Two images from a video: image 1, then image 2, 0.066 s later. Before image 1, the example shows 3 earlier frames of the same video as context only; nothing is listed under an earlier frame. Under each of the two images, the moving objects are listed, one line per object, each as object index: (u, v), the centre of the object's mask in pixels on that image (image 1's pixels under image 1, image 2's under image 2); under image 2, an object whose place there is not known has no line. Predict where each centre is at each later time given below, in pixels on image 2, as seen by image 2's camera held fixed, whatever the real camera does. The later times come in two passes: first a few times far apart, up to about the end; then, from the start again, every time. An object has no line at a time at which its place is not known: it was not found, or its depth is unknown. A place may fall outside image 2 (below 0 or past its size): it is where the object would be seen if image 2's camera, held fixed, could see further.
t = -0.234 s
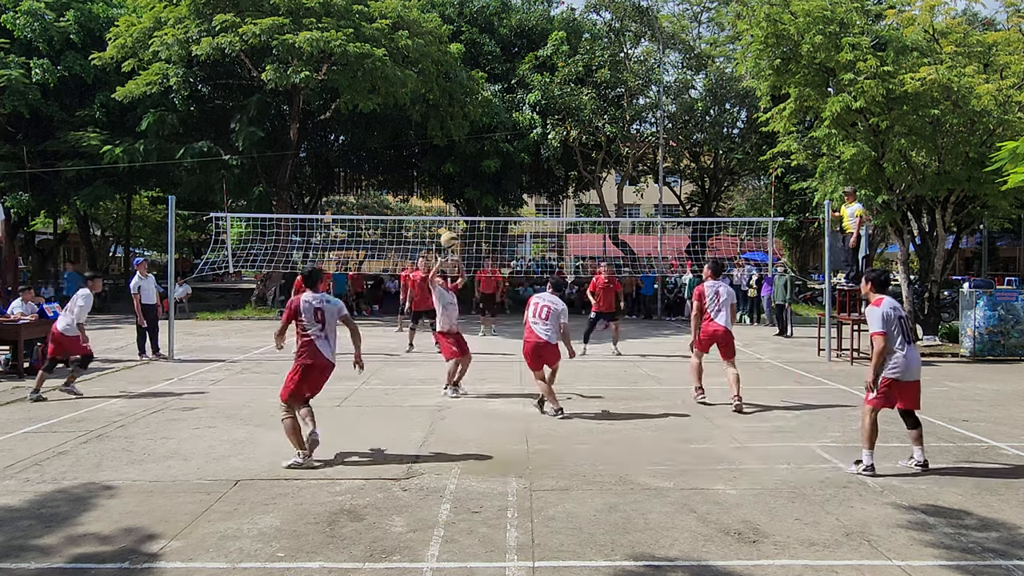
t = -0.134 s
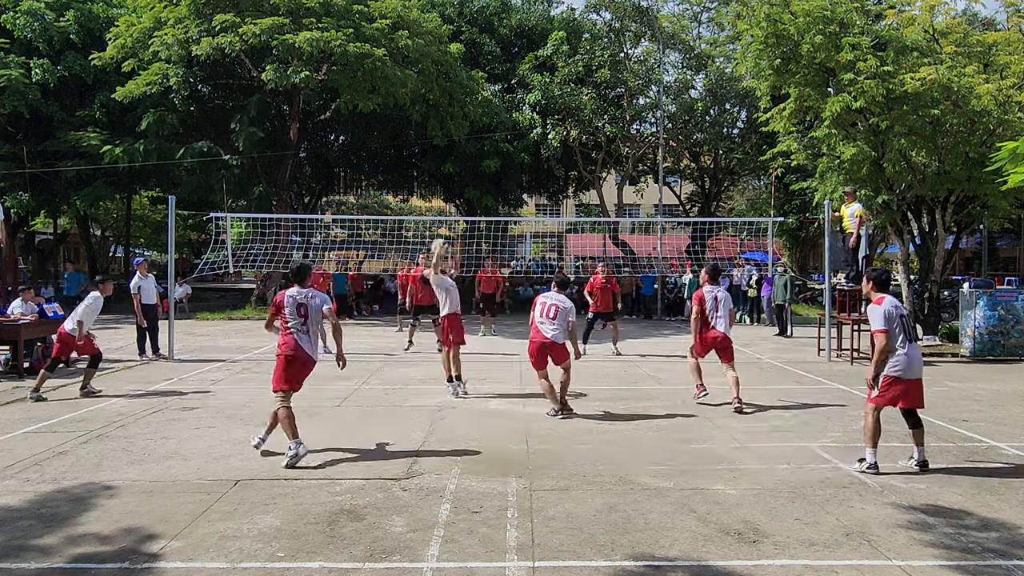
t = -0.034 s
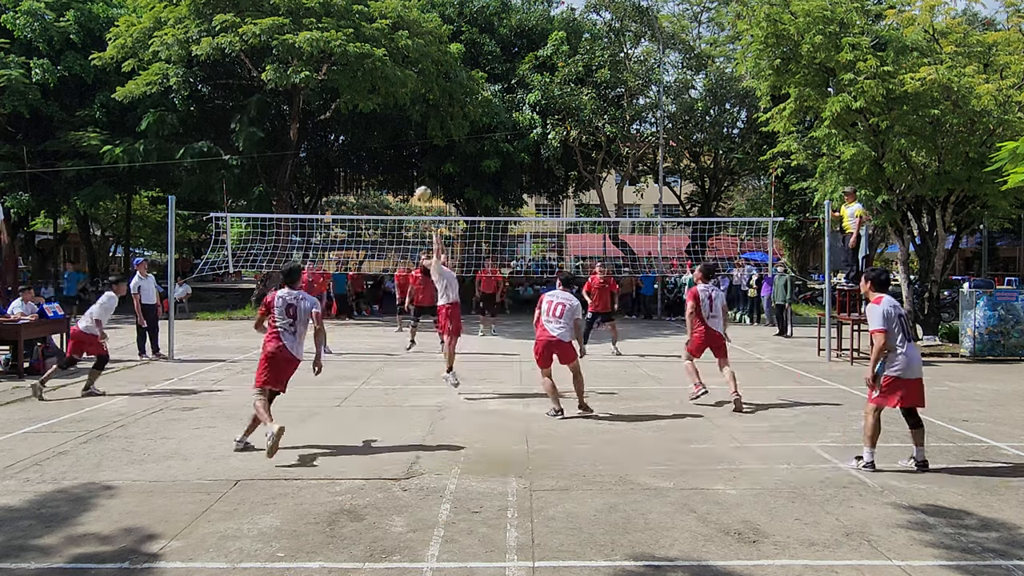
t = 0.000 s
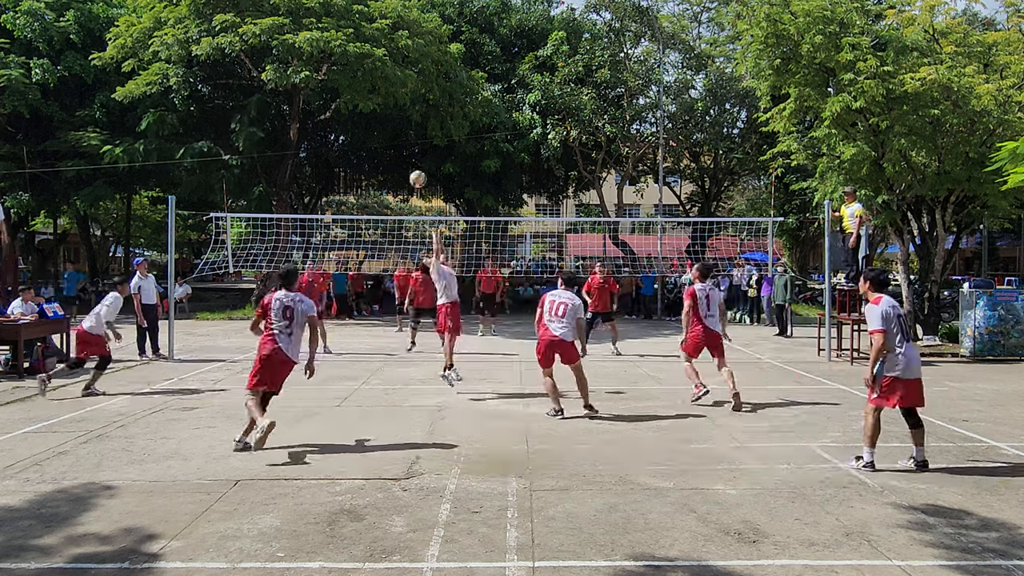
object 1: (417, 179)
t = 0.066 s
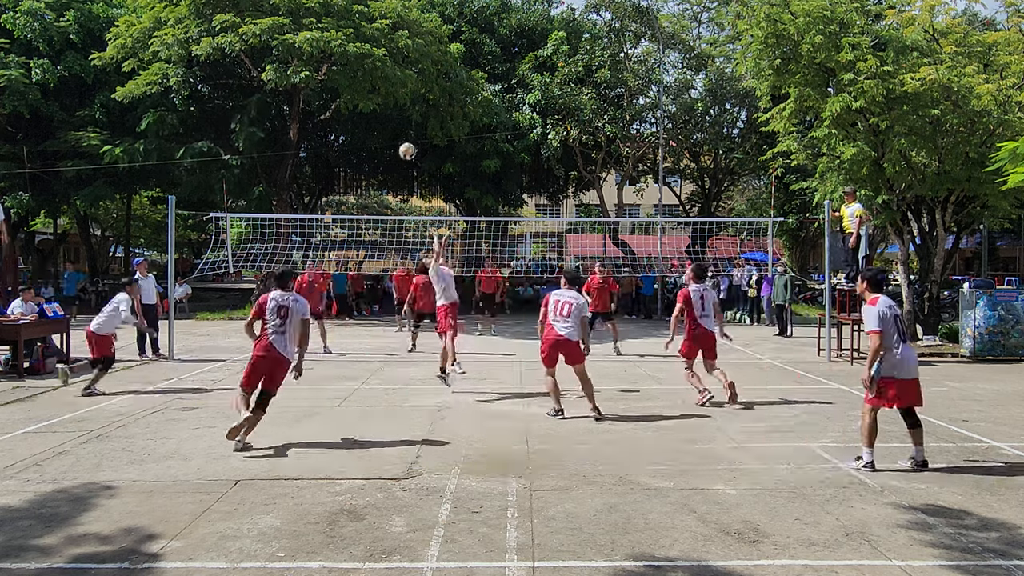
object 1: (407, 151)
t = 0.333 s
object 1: (370, 81)
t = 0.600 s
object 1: (338, 68)
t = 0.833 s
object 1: (314, 97)
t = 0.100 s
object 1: (402, 139)
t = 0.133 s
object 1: (397, 127)
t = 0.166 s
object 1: (392, 117)
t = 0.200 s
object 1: (387, 108)
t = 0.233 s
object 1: (383, 100)
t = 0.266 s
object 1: (378, 93)
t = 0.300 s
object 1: (374, 86)
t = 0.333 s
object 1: (370, 81)
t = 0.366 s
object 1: (366, 77)
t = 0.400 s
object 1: (362, 73)
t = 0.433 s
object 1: (358, 70)
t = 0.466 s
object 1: (354, 68)
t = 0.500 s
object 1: (350, 67)
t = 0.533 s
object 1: (346, 67)
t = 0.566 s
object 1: (342, 67)
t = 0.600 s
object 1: (338, 68)
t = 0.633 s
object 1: (335, 70)
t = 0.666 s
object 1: (331, 73)
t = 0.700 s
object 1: (327, 76)
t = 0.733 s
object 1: (324, 80)
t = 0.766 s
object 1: (321, 85)
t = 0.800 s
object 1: (317, 90)
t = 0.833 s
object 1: (314, 97)
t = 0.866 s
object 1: (311, 103)
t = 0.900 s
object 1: (307, 110)
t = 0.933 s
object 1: (304, 118)
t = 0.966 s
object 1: (301, 127)
